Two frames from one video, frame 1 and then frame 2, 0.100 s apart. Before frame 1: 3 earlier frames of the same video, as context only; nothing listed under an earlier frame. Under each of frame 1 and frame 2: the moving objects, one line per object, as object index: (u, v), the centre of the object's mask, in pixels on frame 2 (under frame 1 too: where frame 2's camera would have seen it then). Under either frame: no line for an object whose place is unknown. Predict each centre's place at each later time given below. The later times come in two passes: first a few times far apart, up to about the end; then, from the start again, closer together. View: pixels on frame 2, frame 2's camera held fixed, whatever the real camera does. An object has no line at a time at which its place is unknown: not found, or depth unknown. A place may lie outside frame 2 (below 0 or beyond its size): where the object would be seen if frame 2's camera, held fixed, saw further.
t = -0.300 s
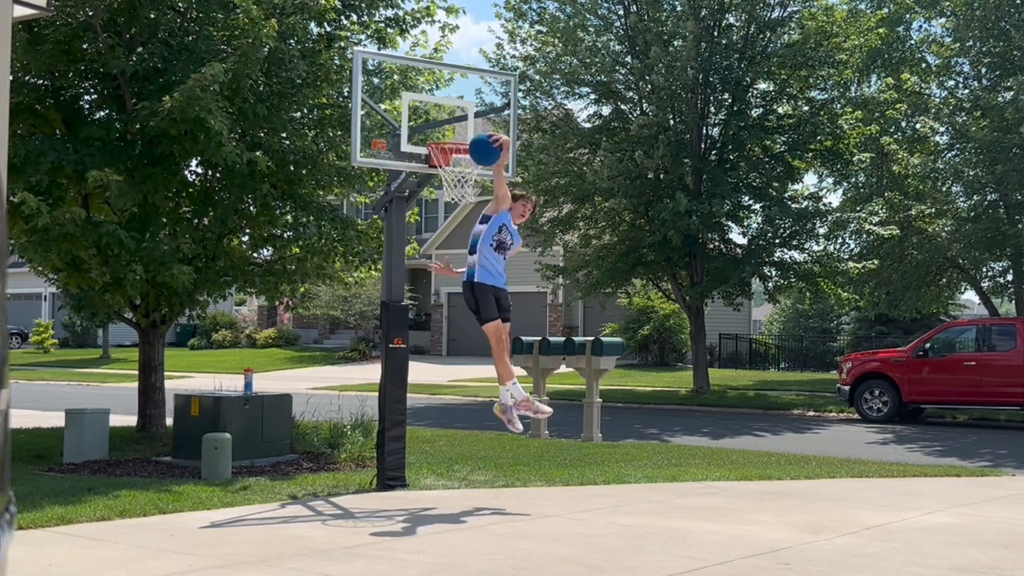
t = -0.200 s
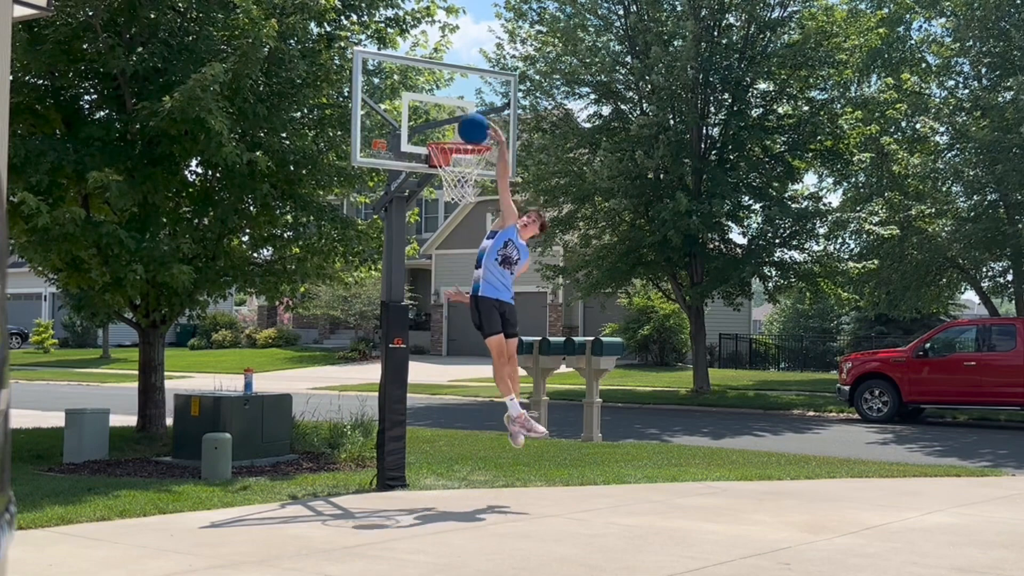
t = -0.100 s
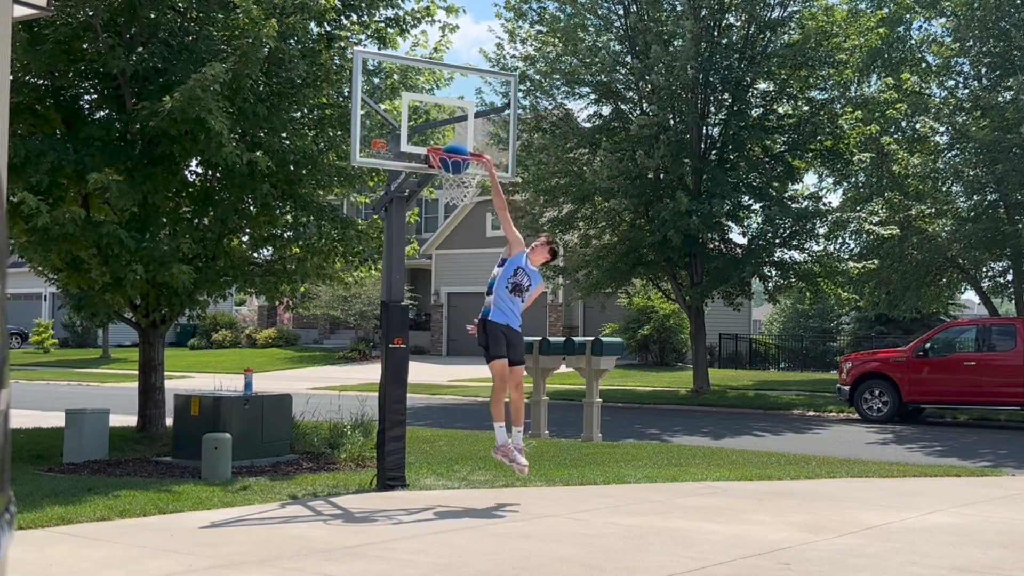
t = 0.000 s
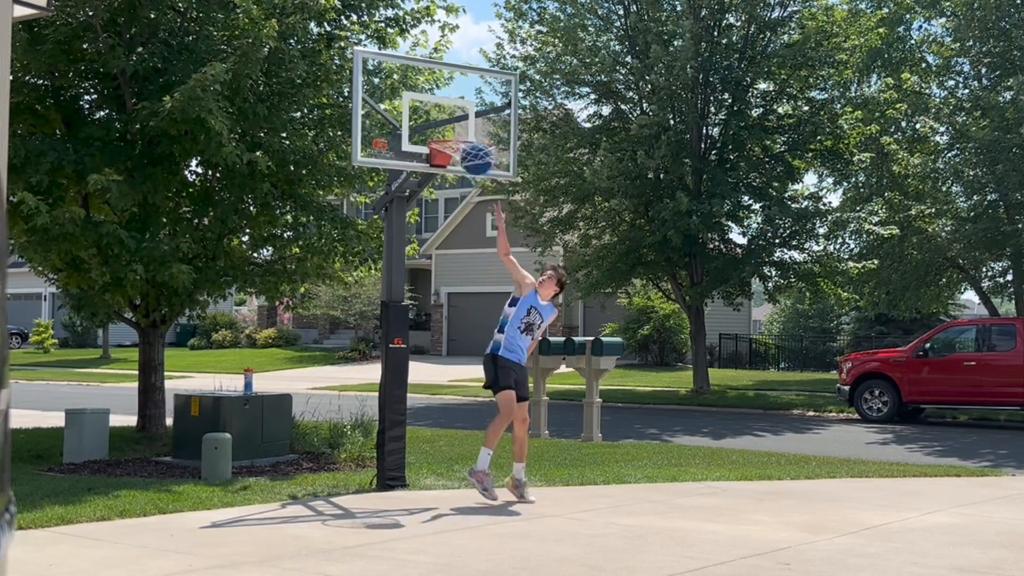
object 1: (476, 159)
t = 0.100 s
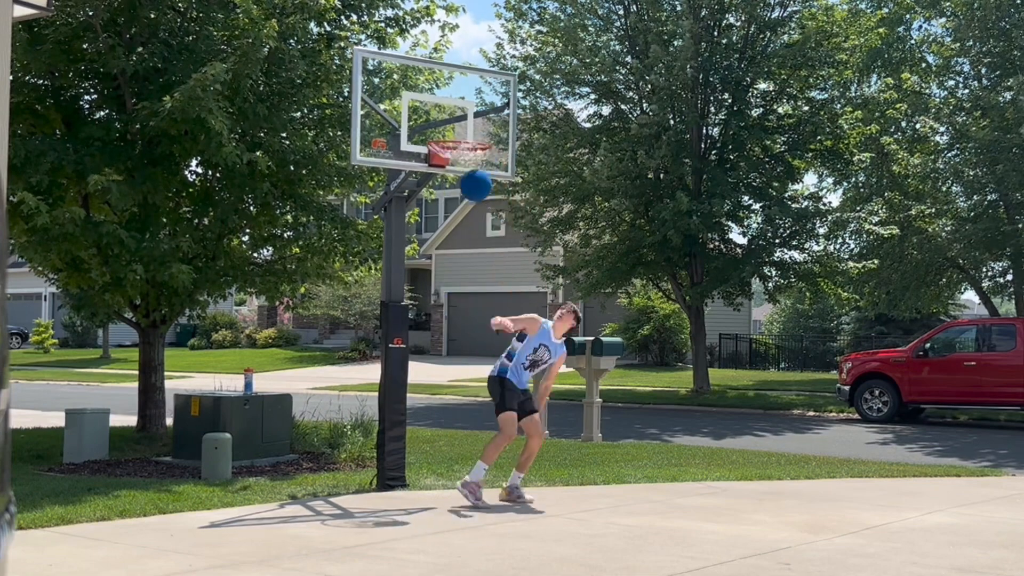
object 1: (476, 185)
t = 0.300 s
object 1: (467, 273)
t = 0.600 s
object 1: (451, 486)
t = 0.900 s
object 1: (431, 334)
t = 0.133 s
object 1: (474, 196)
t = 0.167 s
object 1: (473, 209)
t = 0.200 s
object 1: (471, 223)
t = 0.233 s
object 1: (470, 238)
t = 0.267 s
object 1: (468, 255)
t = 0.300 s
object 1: (467, 273)
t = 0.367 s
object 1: (464, 313)
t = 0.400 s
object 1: (463, 335)
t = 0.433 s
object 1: (460, 359)
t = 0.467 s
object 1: (459, 384)
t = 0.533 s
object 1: (456, 437)
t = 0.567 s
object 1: (454, 466)
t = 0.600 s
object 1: (451, 486)
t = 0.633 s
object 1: (449, 463)
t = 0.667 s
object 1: (447, 440)
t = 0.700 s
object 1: (445, 420)
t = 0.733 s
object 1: (443, 402)
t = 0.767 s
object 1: (440, 385)
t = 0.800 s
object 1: (438, 370)
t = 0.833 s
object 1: (436, 356)
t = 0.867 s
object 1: (434, 345)
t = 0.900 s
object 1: (431, 334)
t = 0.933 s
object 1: (429, 325)
